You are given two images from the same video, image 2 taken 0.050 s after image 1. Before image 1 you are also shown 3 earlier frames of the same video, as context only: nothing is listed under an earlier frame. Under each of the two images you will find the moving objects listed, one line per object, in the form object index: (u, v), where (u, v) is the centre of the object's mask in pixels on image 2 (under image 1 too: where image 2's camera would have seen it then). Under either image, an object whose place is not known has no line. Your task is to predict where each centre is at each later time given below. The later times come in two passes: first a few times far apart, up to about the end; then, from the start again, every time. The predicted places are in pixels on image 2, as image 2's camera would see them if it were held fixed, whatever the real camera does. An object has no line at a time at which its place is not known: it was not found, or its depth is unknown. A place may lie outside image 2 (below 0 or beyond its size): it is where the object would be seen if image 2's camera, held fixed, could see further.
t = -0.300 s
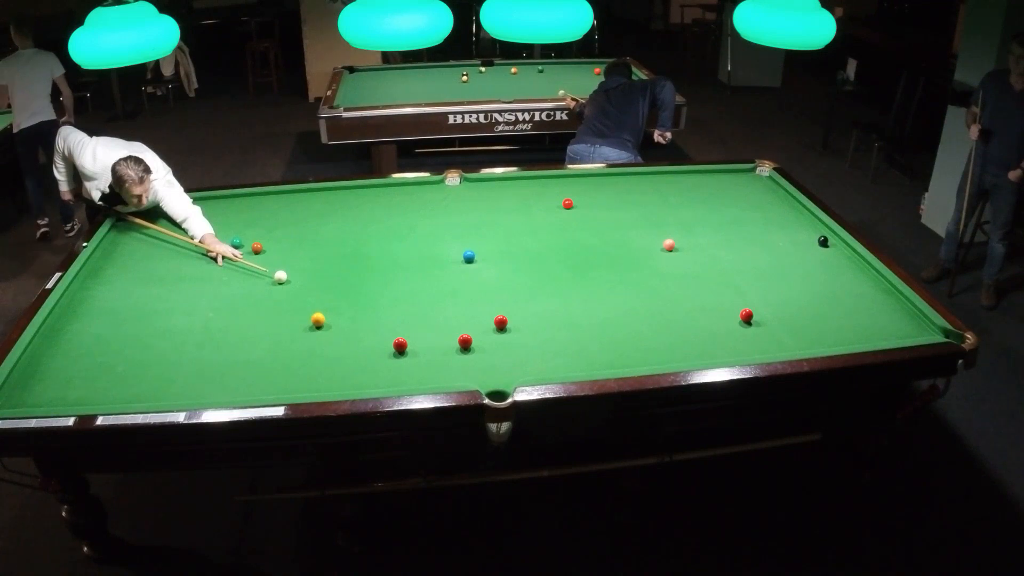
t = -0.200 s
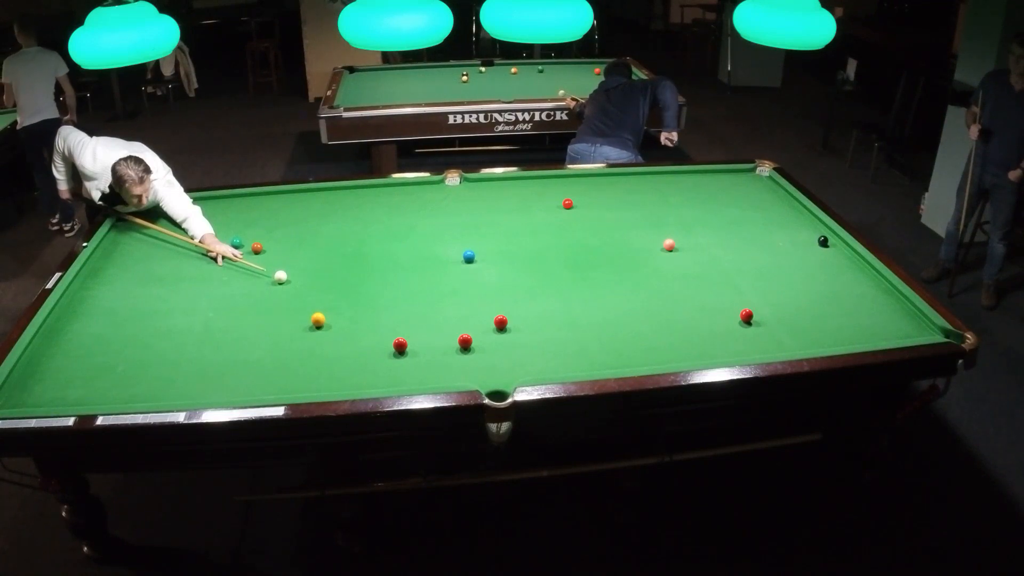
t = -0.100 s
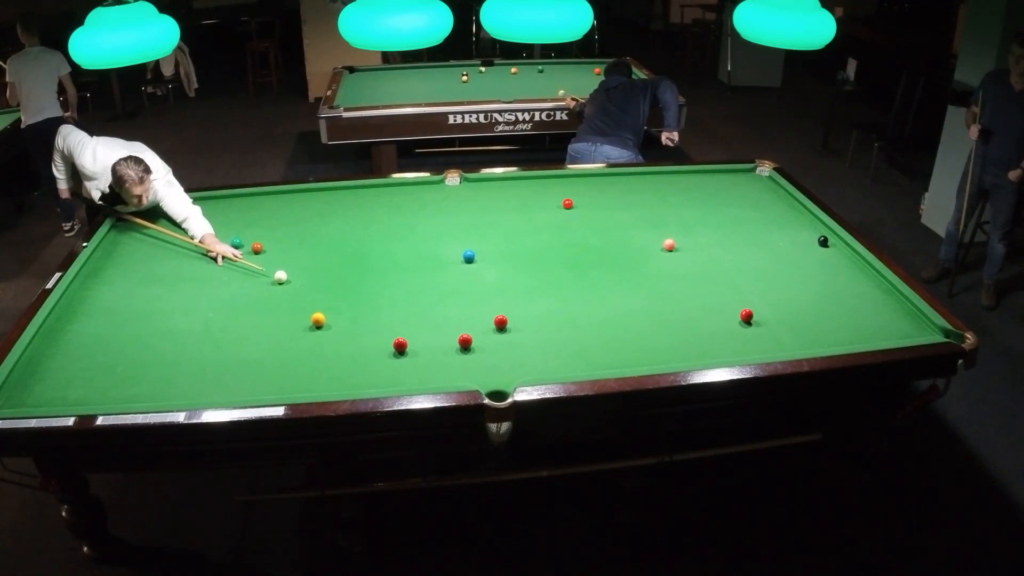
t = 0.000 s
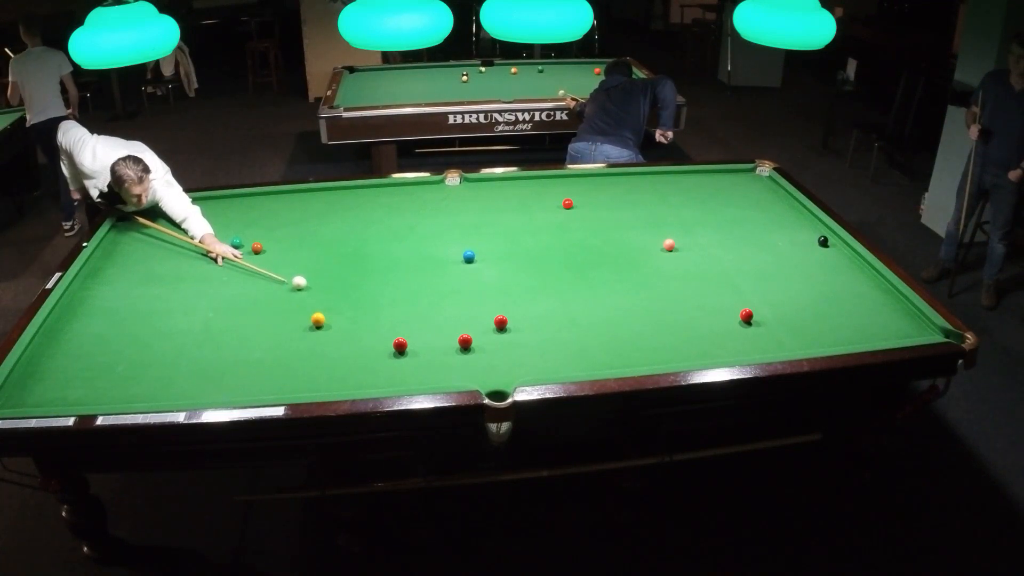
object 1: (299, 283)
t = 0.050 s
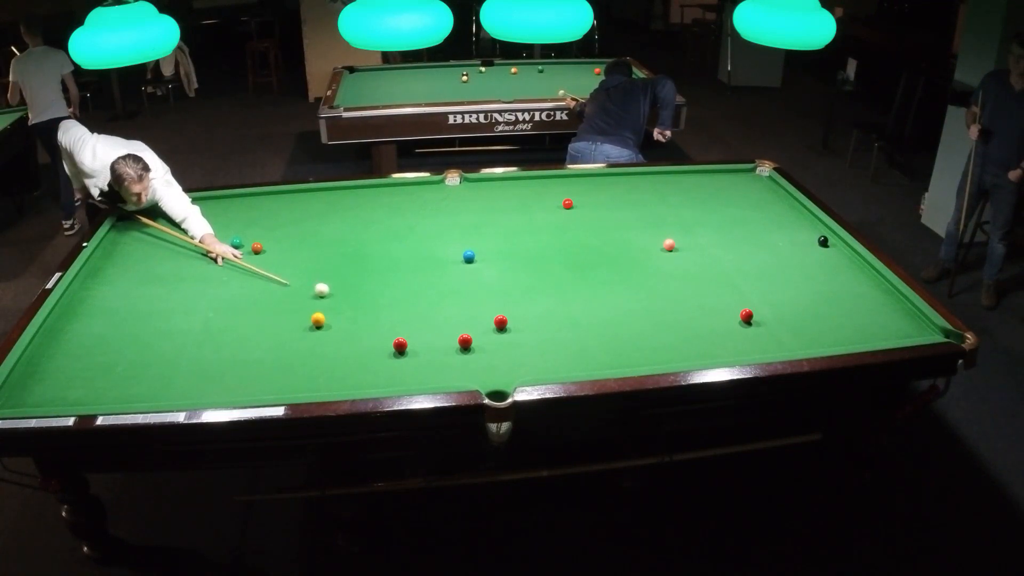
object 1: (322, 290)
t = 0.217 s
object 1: (390, 311)
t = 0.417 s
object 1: (471, 331)
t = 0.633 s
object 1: (545, 329)
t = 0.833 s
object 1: (611, 326)
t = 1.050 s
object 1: (679, 324)
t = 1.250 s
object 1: (739, 322)
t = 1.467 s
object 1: (797, 328)
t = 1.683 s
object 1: (852, 335)
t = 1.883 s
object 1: (893, 336)
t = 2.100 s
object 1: (916, 328)
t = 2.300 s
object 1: (919, 321)
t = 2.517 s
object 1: (893, 317)
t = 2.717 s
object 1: (869, 313)
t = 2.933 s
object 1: (844, 309)
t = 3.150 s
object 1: (821, 305)
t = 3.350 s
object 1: (800, 302)
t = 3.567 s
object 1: (778, 299)
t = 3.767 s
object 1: (760, 296)
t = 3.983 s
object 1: (740, 293)
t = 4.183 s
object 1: (724, 290)
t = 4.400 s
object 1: (707, 287)
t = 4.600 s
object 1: (692, 285)
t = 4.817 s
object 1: (677, 282)
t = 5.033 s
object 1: (664, 280)
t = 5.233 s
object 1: (652, 278)
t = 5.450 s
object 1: (641, 276)
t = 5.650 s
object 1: (632, 274)
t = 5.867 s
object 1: (622, 273)
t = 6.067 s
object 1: (615, 271)
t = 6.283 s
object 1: (608, 270)
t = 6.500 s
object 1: (603, 269)
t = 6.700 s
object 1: (599, 269)
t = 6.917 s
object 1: (595, 268)
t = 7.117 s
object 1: (593, 268)
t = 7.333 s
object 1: (591, 267)
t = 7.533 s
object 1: (591, 268)
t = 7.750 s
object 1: (591, 267)
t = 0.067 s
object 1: (329, 292)
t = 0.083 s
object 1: (336, 294)
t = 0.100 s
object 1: (343, 296)
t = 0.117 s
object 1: (350, 299)
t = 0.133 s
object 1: (357, 301)
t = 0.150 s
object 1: (364, 303)
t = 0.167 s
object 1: (371, 305)
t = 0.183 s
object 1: (377, 307)
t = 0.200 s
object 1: (384, 309)
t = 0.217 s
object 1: (390, 311)
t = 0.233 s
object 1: (397, 313)
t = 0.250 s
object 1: (403, 315)
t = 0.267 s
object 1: (410, 317)
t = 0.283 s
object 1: (417, 320)
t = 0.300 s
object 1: (424, 322)
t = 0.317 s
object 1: (431, 324)
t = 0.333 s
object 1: (438, 326)
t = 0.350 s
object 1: (445, 328)
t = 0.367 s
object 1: (453, 331)
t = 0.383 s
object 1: (459, 331)
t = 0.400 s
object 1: (465, 330)
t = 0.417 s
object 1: (471, 331)
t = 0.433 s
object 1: (477, 331)
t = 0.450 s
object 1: (482, 331)
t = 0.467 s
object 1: (488, 330)
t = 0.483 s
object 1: (494, 330)
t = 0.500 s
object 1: (499, 330)
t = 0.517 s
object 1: (504, 329)
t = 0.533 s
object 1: (511, 329)
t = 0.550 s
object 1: (516, 329)
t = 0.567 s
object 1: (522, 329)
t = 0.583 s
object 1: (528, 329)
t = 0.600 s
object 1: (533, 329)
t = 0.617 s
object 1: (539, 328)
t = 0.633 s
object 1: (545, 329)
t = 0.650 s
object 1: (550, 328)
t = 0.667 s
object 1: (556, 328)
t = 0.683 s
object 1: (561, 328)
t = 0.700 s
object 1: (567, 328)
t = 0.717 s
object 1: (573, 328)
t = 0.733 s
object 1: (578, 327)
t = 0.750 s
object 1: (583, 327)
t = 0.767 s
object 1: (589, 327)
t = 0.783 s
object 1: (595, 327)
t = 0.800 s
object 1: (600, 327)
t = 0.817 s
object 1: (605, 327)
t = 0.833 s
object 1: (611, 326)
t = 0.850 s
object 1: (616, 326)
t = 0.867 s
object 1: (622, 326)
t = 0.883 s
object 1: (627, 326)
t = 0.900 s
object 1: (633, 325)
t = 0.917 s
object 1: (638, 325)
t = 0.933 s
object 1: (643, 325)
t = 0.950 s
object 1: (648, 325)
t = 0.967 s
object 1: (653, 325)
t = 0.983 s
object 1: (659, 324)
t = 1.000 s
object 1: (664, 324)
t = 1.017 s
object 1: (669, 324)
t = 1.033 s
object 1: (674, 324)
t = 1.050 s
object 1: (679, 324)
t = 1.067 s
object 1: (684, 324)
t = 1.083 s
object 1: (690, 323)
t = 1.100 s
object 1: (694, 323)
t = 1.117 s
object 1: (700, 323)
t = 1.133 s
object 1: (705, 323)
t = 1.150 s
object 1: (710, 323)
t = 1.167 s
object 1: (714, 323)
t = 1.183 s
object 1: (719, 323)
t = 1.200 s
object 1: (724, 322)
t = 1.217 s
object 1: (729, 322)
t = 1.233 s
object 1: (734, 322)
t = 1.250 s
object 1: (739, 322)
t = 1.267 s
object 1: (744, 322)
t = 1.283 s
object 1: (748, 322)
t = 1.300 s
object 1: (752, 323)
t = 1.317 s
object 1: (757, 323)
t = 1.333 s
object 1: (761, 324)
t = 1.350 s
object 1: (766, 325)
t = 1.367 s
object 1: (770, 325)
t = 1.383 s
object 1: (774, 326)
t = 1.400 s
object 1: (779, 326)
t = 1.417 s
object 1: (783, 327)
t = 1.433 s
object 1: (788, 327)
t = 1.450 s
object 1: (792, 328)
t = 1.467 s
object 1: (797, 328)
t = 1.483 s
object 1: (801, 329)
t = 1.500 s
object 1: (805, 329)
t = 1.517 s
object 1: (810, 330)
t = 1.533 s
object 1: (814, 331)
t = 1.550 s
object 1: (818, 331)
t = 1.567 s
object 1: (822, 332)
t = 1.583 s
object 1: (826, 332)
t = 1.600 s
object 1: (831, 333)
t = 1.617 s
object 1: (835, 333)
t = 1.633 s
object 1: (839, 334)
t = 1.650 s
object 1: (844, 334)
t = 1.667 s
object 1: (848, 335)
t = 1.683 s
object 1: (852, 335)
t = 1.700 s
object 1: (856, 336)
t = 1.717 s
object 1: (860, 336)
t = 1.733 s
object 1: (864, 337)
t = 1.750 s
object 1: (868, 337)
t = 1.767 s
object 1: (872, 337)
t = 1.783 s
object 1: (876, 337)
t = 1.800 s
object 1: (880, 337)
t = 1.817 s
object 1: (884, 337)
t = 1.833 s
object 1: (887, 337)
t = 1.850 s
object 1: (889, 337)
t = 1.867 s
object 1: (891, 336)
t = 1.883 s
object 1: (893, 336)
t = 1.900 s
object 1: (895, 335)
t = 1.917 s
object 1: (897, 334)
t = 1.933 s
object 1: (898, 334)
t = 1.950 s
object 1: (900, 333)
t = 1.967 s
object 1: (902, 333)
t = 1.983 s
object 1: (904, 332)
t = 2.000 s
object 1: (906, 332)
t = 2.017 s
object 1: (908, 331)
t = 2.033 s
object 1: (909, 331)
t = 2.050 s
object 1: (911, 330)
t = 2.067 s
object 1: (913, 329)
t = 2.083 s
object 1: (915, 328)
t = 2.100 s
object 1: (916, 328)
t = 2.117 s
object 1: (918, 327)
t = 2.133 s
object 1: (920, 326)
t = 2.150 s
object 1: (921, 325)
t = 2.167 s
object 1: (923, 325)
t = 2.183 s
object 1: (924, 324)
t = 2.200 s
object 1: (926, 323)
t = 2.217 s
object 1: (928, 323)
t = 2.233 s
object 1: (929, 322)
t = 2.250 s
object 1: (926, 322)
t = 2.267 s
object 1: (924, 322)
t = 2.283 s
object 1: (922, 321)
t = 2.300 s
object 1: (919, 321)
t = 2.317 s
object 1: (918, 321)
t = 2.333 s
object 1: (915, 320)
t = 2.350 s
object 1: (913, 320)
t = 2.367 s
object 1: (911, 319)
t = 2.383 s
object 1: (909, 319)
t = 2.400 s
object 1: (907, 319)
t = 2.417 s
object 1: (905, 319)
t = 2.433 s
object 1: (903, 318)
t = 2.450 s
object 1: (901, 318)
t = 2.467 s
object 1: (899, 318)
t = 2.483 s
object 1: (897, 318)
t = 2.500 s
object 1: (895, 317)
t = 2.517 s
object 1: (893, 317)
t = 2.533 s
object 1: (891, 316)
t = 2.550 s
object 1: (889, 316)
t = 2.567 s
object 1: (887, 316)
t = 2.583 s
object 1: (885, 316)
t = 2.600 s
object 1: (883, 315)
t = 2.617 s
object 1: (881, 315)
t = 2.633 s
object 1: (879, 315)
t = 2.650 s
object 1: (877, 315)
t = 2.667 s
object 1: (875, 314)
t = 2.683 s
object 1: (873, 314)
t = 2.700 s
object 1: (871, 313)
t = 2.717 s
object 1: (869, 313)
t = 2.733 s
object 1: (867, 313)
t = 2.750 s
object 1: (866, 313)
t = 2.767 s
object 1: (863, 312)
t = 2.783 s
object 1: (862, 312)
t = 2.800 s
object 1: (860, 312)
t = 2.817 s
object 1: (858, 311)
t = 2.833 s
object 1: (856, 311)
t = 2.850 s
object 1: (854, 311)
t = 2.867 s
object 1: (852, 310)
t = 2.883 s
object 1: (850, 310)
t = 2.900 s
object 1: (848, 310)
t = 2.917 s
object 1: (846, 310)
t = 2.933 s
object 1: (844, 309)
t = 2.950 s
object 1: (843, 309)
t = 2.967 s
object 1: (841, 309)
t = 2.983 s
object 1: (839, 308)
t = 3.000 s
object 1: (837, 308)
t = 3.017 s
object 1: (835, 308)
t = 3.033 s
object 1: (833, 308)
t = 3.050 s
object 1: (832, 307)
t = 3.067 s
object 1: (830, 307)
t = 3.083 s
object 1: (828, 307)
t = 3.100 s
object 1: (826, 306)
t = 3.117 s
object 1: (824, 306)
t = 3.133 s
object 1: (823, 306)
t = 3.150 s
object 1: (821, 305)
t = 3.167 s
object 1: (819, 305)
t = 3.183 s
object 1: (817, 305)
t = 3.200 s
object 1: (815, 305)
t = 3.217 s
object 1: (813, 305)
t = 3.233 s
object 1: (812, 304)
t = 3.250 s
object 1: (810, 304)
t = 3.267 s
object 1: (808, 303)
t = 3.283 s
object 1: (806, 303)
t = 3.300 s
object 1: (805, 303)
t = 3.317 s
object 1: (803, 303)
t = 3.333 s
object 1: (801, 303)
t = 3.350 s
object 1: (800, 302)
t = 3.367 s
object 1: (798, 302)
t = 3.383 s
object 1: (796, 302)
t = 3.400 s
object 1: (795, 302)
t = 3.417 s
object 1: (793, 301)
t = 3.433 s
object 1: (791, 301)
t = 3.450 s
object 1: (790, 301)
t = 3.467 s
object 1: (788, 301)
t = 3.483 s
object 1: (786, 301)
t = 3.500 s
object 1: (785, 300)
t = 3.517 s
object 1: (783, 300)
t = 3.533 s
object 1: (782, 300)
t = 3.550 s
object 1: (780, 299)
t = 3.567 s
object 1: (778, 299)
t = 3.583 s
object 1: (777, 299)
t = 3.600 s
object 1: (775, 298)
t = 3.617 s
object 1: (774, 298)
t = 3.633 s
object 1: (772, 298)
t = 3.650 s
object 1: (770, 298)
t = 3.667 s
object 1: (769, 297)
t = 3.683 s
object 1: (767, 297)
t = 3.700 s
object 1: (766, 297)
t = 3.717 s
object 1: (764, 296)
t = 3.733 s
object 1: (763, 296)
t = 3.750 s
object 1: (761, 296)
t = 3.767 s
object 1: (760, 296)
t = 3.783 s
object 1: (758, 296)
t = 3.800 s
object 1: (757, 295)
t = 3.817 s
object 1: (755, 295)
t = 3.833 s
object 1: (753, 295)
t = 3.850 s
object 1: (752, 295)
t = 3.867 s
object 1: (750, 294)
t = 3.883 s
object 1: (749, 294)
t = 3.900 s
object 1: (748, 294)
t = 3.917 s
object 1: (746, 294)
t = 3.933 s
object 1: (745, 293)
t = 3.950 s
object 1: (743, 293)
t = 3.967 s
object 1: (742, 293)
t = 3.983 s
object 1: (740, 293)
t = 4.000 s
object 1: (739, 293)
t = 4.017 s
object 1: (738, 292)
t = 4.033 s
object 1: (736, 292)
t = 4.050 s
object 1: (735, 292)
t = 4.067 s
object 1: (733, 292)
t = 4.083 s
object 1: (732, 291)
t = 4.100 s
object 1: (731, 291)
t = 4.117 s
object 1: (730, 291)
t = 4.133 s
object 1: (728, 291)
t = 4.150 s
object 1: (727, 290)
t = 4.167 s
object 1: (725, 290)
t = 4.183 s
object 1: (724, 290)
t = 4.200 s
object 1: (722, 289)
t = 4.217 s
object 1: (721, 289)
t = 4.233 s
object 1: (720, 289)
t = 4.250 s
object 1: (718, 289)
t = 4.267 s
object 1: (717, 289)
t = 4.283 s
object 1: (716, 288)
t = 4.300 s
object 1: (715, 288)
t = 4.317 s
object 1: (713, 288)
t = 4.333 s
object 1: (712, 288)
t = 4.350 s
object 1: (710, 288)
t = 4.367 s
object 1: (709, 288)
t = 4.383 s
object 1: (708, 287)
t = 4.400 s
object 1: (707, 287)
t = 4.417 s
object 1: (706, 287)
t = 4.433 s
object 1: (704, 287)
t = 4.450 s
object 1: (703, 286)
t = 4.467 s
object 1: (702, 286)
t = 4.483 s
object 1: (701, 286)
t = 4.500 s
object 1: (699, 286)
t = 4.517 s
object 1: (698, 286)
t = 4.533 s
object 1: (697, 285)
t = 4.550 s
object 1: (696, 285)
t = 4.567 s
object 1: (694, 285)
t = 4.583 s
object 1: (693, 285)
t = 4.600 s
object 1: (692, 285)
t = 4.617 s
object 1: (691, 285)
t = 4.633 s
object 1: (690, 284)
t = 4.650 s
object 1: (689, 284)
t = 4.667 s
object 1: (687, 284)
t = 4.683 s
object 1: (686, 284)
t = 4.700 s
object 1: (685, 283)
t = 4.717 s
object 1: (684, 283)
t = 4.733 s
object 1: (683, 283)
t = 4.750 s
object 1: (682, 283)
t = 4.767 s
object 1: (681, 283)
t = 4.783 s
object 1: (680, 282)
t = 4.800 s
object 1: (678, 282)
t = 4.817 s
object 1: (677, 282)
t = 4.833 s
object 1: (676, 282)
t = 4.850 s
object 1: (675, 282)
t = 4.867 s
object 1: (674, 281)
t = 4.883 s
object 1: (673, 281)
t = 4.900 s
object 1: (672, 281)
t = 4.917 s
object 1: (671, 281)
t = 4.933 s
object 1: (670, 281)
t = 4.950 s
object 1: (669, 280)
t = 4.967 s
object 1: (668, 280)
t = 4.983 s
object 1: (667, 280)
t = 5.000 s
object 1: (666, 280)
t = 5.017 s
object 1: (665, 280)
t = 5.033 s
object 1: (664, 280)
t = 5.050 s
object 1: (663, 279)
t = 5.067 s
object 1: (662, 279)
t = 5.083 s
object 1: (661, 279)
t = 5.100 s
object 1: (660, 279)
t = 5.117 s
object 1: (659, 279)
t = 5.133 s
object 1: (658, 279)
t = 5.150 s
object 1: (657, 279)
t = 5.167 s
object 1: (656, 279)
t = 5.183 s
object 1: (655, 278)
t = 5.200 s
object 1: (654, 278)
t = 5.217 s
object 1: (653, 278)
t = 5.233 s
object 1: (652, 278)
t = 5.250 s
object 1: (651, 278)
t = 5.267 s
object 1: (650, 278)
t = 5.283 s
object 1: (649, 277)
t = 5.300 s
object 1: (649, 277)
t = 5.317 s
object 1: (648, 277)
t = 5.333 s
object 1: (647, 277)
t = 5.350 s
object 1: (646, 277)
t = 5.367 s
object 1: (645, 276)
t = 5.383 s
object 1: (644, 276)
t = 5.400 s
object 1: (644, 276)
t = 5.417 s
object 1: (643, 276)
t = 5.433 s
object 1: (642, 276)
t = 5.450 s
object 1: (641, 276)
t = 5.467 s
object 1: (640, 276)
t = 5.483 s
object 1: (639, 276)
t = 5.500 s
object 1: (638, 276)
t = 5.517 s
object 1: (638, 276)
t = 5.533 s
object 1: (637, 275)
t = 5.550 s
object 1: (636, 275)
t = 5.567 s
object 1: (635, 275)
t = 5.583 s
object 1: (635, 275)
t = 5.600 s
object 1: (634, 275)
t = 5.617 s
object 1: (633, 275)
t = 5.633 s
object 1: (632, 274)
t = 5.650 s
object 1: (632, 274)
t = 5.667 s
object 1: (631, 274)
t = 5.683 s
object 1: (630, 274)
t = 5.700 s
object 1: (629, 274)
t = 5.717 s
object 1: (629, 274)
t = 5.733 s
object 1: (628, 274)
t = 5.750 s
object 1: (627, 274)
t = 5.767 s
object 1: (626, 274)
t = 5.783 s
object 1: (626, 274)
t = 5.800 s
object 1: (625, 274)
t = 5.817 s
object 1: (625, 273)
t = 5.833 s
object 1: (624, 273)
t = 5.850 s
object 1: (623, 273)
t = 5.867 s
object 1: (622, 273)
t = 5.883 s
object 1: (622, 273)
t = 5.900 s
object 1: (621, 272)
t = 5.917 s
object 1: (620, 273)
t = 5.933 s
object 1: (620, 272)
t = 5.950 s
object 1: (619, 272)
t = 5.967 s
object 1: (619, 272)
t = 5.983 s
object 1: (618, 272)
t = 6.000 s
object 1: (618, 272)
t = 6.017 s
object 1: (617, 272)
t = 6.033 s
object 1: (616, 272)
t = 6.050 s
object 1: (616, 272)
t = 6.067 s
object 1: (615, 271)
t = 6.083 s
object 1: (615, 271)
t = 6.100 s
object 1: (614, 271)
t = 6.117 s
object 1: (613, 271)
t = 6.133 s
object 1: (613, 271)
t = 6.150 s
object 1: (612, 271)
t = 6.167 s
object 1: (612, 271)
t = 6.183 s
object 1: (611, 271)
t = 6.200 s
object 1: (611, 271)
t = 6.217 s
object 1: (610, 270)
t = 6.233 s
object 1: (610, 270)
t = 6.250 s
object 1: (609, 270)
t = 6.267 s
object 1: (609, 270)
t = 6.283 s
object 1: (608, 270)
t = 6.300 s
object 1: (608, 270)
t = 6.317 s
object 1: (608, 270)
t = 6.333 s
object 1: (607, 270)
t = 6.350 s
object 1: (607, 270)
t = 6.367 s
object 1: (606, 270)
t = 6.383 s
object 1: (606, 270)
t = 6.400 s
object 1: (605, 270)
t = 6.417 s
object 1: (605, 270)
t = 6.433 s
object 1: (605, 269)
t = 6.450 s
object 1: (604, 269)
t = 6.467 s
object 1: (604, 269)
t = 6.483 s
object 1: (603, 269)
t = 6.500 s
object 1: (603, 269)
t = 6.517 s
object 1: (603, 269)
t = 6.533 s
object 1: (602, 269)
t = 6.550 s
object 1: (602, 269)
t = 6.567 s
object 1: (602, 269)
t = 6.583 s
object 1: (601, 269)
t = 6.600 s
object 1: (601, 269)
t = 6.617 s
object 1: (600, 269)
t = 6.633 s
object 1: (600, 269)
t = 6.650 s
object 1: (600, 269)
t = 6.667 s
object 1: (599, 269)
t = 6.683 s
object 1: (599, 269)
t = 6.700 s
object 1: (599, 269)
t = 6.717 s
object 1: (598, 269)
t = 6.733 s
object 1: (598, 269)
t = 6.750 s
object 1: (598, 269)
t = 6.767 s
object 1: (598, 269)
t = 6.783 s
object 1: (597, 268)
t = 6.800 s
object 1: (597, 268)
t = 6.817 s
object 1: (597, 268)
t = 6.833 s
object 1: (596, 268)
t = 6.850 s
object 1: (596, 268)
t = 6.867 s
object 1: (596, 268)
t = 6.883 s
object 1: (596, 268)
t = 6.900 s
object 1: (595, 268)
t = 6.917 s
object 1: (595, 268)
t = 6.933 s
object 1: (595, 268)
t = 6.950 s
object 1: (595, 268)
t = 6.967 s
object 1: (595, 268)
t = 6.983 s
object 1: (595, 268)
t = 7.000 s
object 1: (594, 268)
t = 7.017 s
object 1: (594, 268)
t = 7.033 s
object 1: (594, 268)
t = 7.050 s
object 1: (594, 268)
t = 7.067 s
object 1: (593, 268)
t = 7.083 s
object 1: (593, 268)
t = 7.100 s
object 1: (593, 268)
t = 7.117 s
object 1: (593, 268)
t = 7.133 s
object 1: (593, 268)
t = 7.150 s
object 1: (593, 268)
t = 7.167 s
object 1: (593, 268)
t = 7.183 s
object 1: (592, 268)
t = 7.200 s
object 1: (592, 268)
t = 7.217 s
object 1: (592, 268)
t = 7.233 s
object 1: (592, 267)
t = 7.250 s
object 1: (592, 268)
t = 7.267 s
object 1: (592, 268)
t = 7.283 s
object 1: (592, 267)
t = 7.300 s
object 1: (592, 268)
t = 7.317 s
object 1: (592, 268)
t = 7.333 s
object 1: (591, 267)
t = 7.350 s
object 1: (591, 268)
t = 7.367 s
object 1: (591, 268)
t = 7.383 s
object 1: (591, 268)
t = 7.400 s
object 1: (591, 268)
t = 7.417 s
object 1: (591, 268)
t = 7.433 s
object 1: (591, 268)
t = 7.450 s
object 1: (591, 268)
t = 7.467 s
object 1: (591, 268)
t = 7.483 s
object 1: (591, 268)
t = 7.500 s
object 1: (591, 268)
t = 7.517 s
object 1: (591, 268)
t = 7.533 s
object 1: (591, 268)
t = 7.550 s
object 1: (591, 268)
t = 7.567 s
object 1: (591, 267)
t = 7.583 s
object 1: (591, 268)
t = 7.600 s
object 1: (591, 267)
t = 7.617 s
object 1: (591, 267)
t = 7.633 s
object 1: (591, 267)
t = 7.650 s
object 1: (591, 267)
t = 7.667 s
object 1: (591, 267)
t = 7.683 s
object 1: (591, 267)
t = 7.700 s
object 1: (591, 267)
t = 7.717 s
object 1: (591, 267)
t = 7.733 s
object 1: (591, 267)
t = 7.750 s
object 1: (591, 267)
